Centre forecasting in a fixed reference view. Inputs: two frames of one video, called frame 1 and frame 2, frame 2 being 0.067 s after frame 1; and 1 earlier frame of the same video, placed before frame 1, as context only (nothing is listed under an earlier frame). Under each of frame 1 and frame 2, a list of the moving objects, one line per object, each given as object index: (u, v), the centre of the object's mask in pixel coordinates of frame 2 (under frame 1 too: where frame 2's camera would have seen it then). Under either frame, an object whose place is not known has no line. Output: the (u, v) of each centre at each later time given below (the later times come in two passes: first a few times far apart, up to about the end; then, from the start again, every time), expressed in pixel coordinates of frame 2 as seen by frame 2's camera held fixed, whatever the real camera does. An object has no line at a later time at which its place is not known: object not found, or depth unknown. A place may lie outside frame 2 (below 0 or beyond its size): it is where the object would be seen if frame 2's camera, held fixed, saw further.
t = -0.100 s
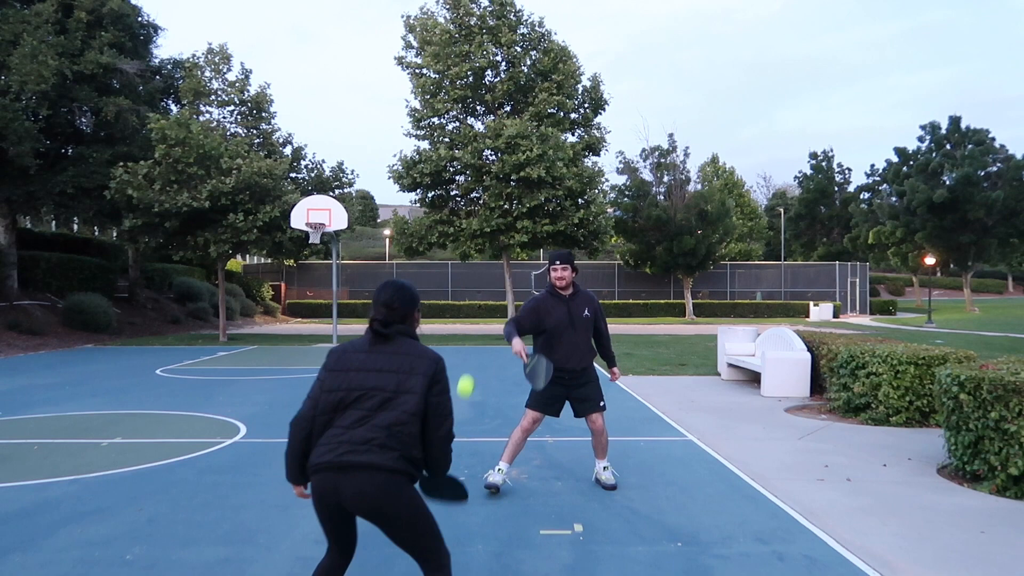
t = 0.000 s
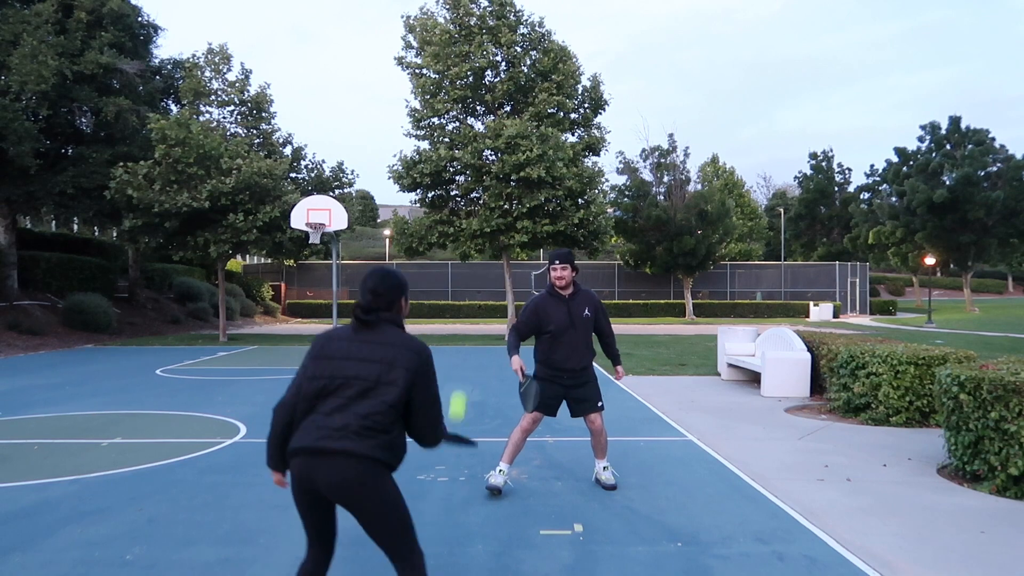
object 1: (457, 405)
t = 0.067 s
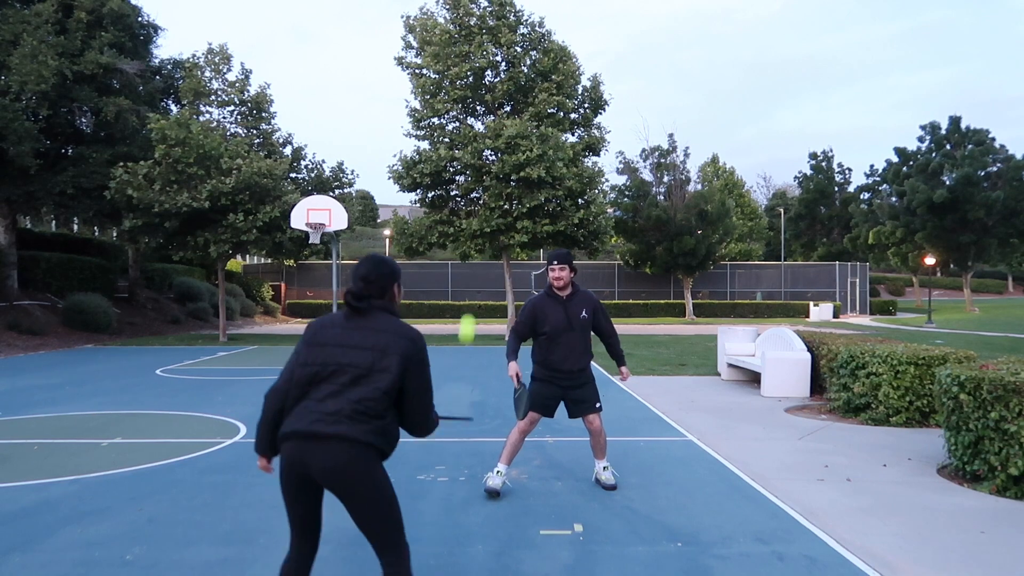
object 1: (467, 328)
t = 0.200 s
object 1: (485, 209)
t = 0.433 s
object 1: (513, 103)
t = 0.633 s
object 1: (533, 101)
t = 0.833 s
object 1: (551, 170)
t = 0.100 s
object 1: (472, 294)
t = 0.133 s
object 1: (476, 263)
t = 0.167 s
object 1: (481, 235)
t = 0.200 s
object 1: (485, 209)
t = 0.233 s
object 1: (489, 186)
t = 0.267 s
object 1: (493, 167)
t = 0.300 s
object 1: (498, 148)
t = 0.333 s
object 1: (501, 134)
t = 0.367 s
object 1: (505, 121)
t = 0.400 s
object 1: (509, 111)
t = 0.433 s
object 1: (513, 103)
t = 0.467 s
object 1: (516, 97)
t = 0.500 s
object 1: (520, 94)
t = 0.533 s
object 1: (523, 92)
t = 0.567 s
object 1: (527, 93)
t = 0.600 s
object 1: (530, 96)
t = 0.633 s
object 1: (533, 101)
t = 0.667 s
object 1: (536, 108)
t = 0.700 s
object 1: (539, 117)
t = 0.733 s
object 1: (543, 127)
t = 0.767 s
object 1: (545, 140)
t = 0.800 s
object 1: (548, 154)
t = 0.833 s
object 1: (551, 170)
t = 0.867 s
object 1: (554, 187)
